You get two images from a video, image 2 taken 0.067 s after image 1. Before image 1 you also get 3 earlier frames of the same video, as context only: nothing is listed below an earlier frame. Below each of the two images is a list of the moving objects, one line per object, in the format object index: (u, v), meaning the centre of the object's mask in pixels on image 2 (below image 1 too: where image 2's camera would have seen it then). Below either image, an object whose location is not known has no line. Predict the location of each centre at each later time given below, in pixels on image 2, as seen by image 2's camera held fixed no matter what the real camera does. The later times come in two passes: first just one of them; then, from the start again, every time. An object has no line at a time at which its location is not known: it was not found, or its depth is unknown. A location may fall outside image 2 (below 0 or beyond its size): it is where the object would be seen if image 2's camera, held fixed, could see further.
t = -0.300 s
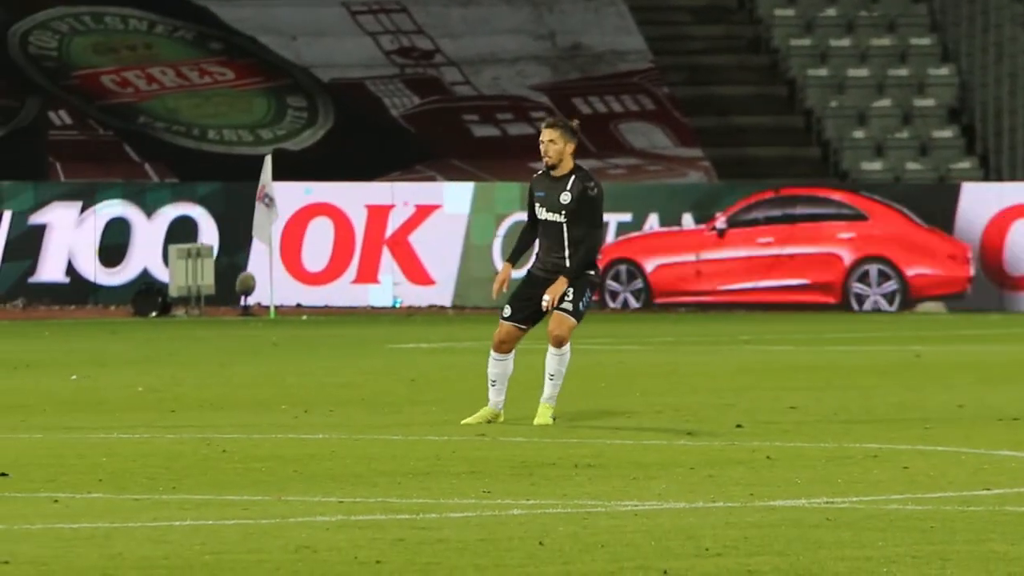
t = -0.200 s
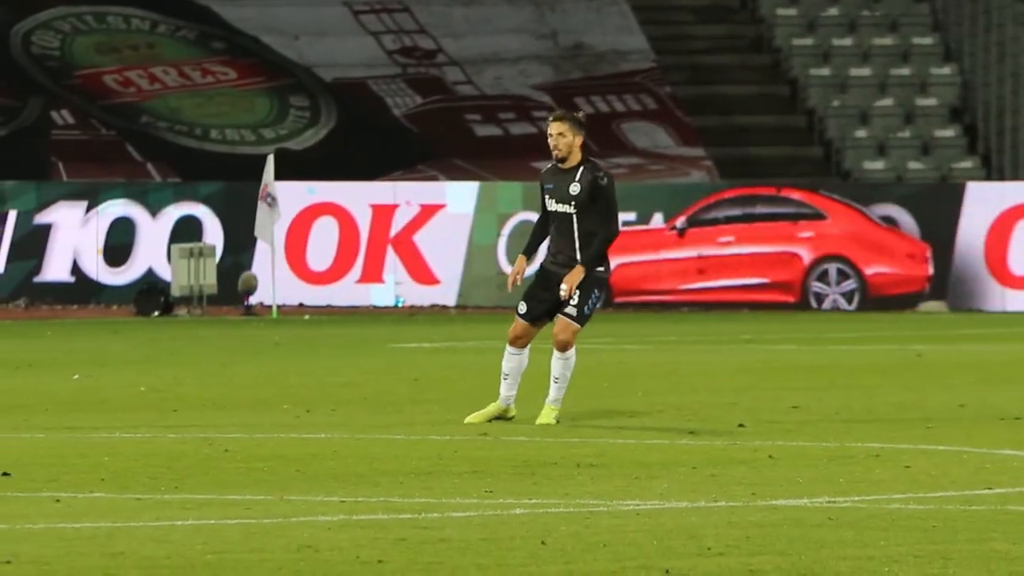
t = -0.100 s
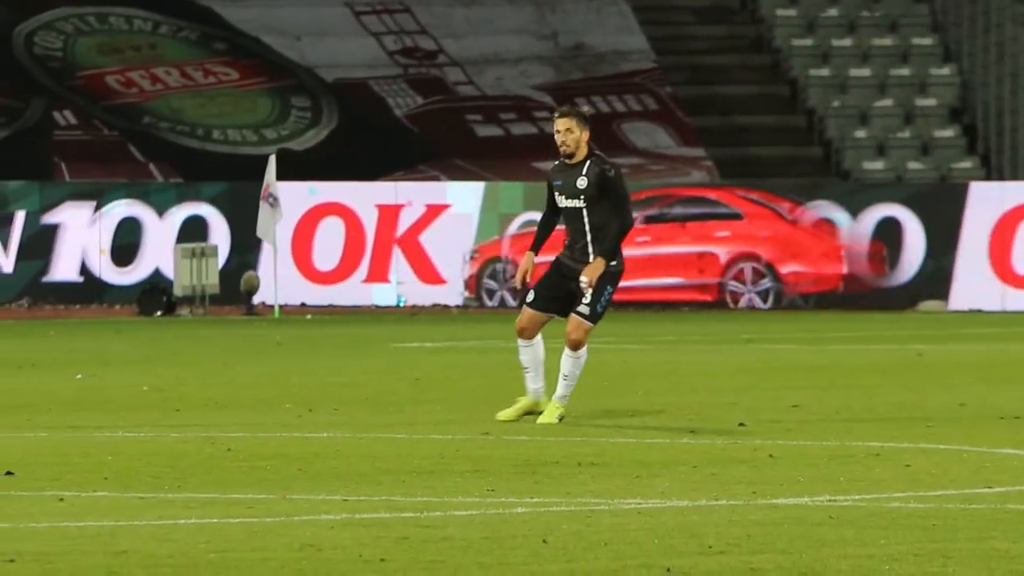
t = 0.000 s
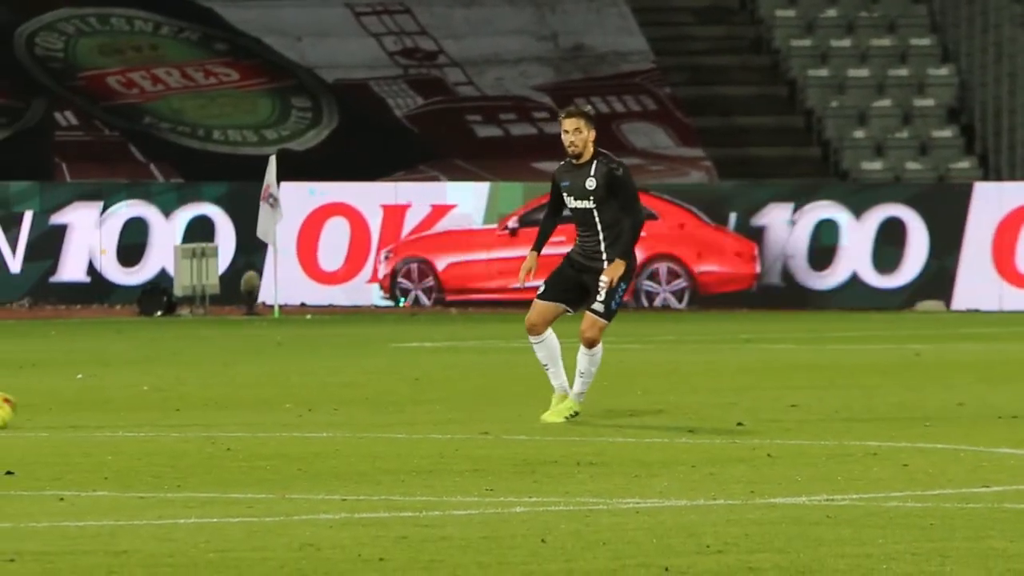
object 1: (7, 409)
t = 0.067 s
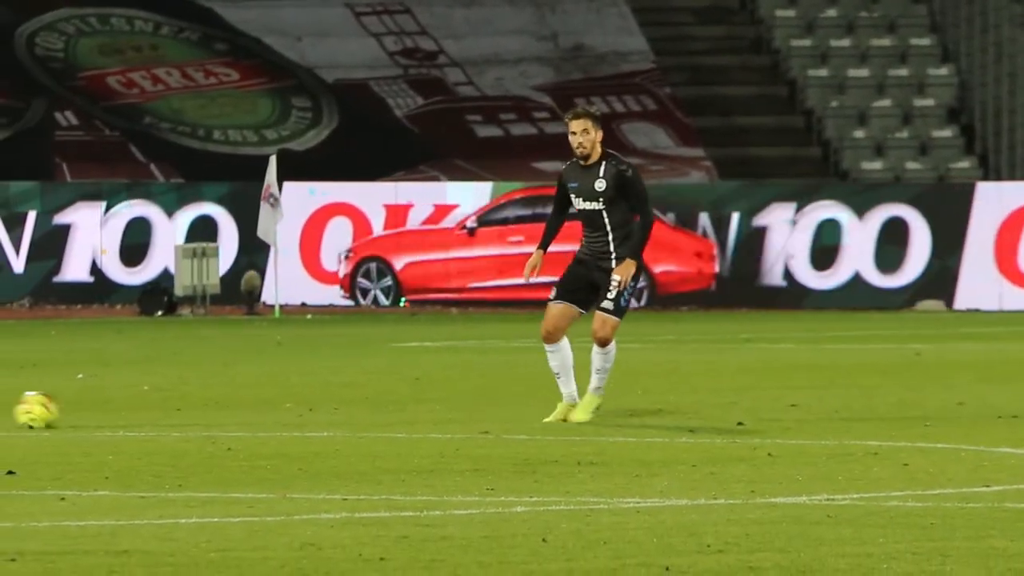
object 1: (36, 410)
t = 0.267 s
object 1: (159, 410)
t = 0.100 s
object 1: (57, 410)
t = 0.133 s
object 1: (77, 410)
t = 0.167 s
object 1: (97, 409)
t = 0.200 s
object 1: (118, 409)
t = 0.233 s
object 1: (139, 410)
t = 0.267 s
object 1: (159, 410)
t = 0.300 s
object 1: (180, 409)
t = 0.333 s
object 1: (200, 409)
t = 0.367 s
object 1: (220, 408)
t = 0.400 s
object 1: (241, 408)
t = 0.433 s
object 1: (260, 410)
